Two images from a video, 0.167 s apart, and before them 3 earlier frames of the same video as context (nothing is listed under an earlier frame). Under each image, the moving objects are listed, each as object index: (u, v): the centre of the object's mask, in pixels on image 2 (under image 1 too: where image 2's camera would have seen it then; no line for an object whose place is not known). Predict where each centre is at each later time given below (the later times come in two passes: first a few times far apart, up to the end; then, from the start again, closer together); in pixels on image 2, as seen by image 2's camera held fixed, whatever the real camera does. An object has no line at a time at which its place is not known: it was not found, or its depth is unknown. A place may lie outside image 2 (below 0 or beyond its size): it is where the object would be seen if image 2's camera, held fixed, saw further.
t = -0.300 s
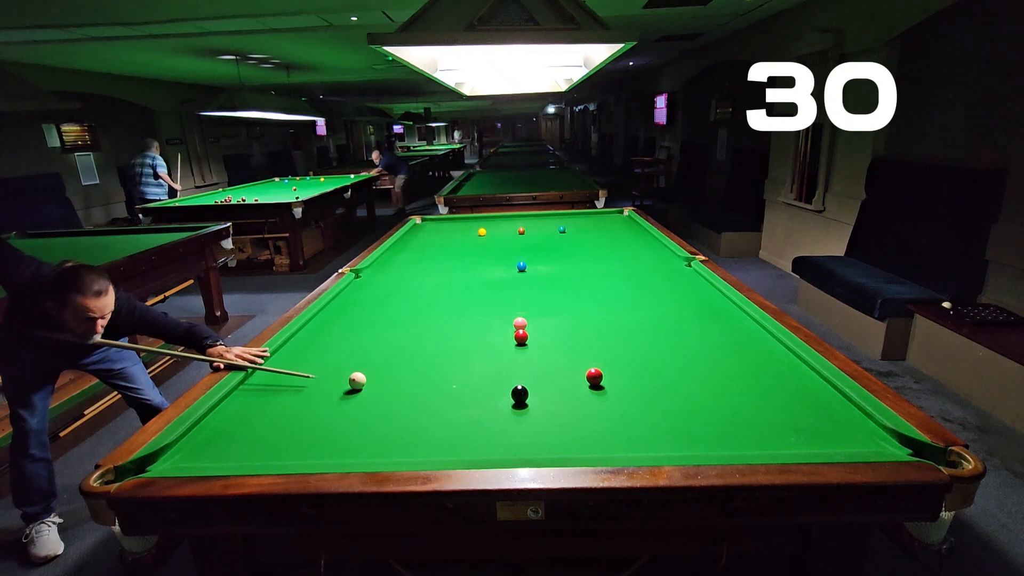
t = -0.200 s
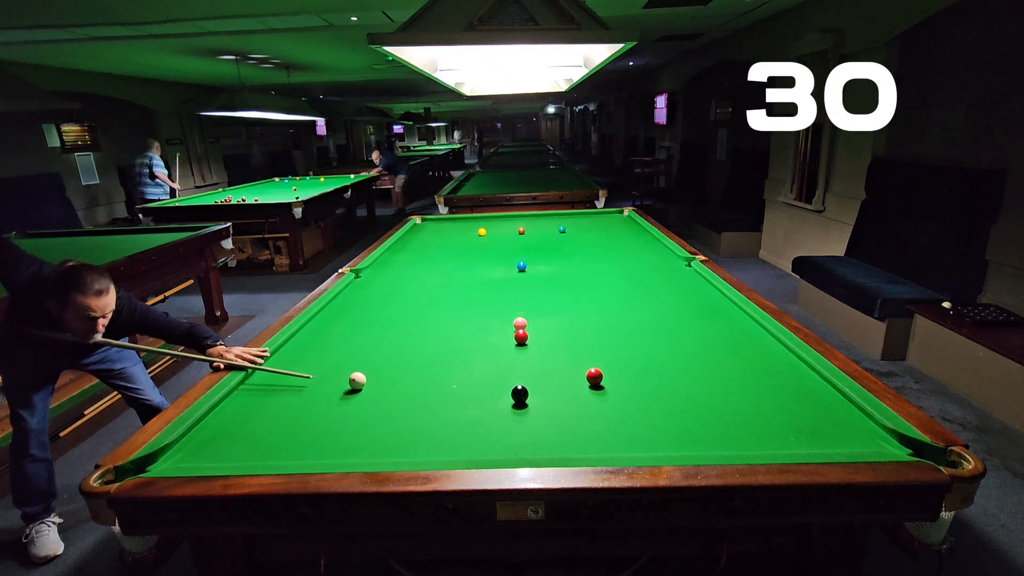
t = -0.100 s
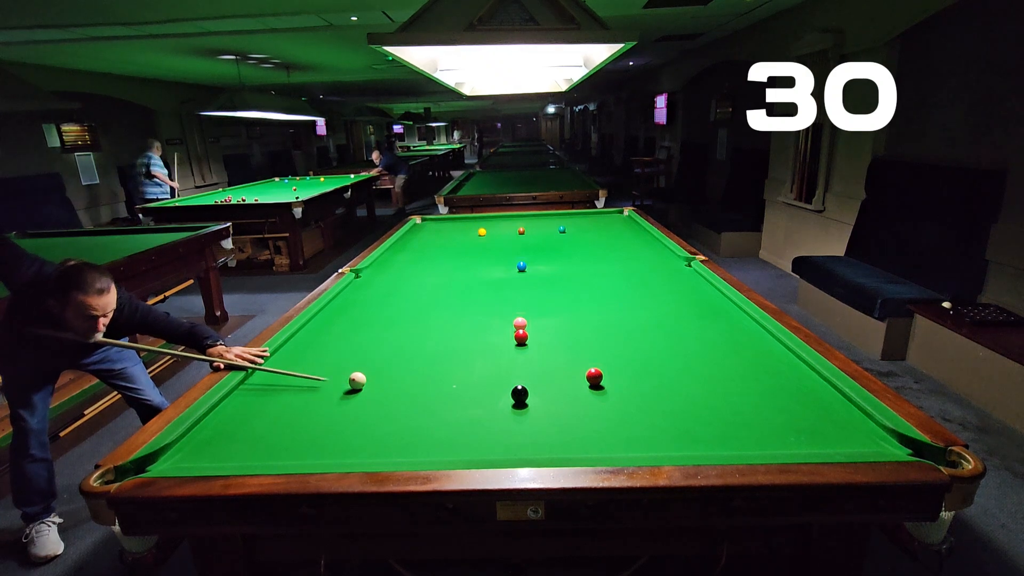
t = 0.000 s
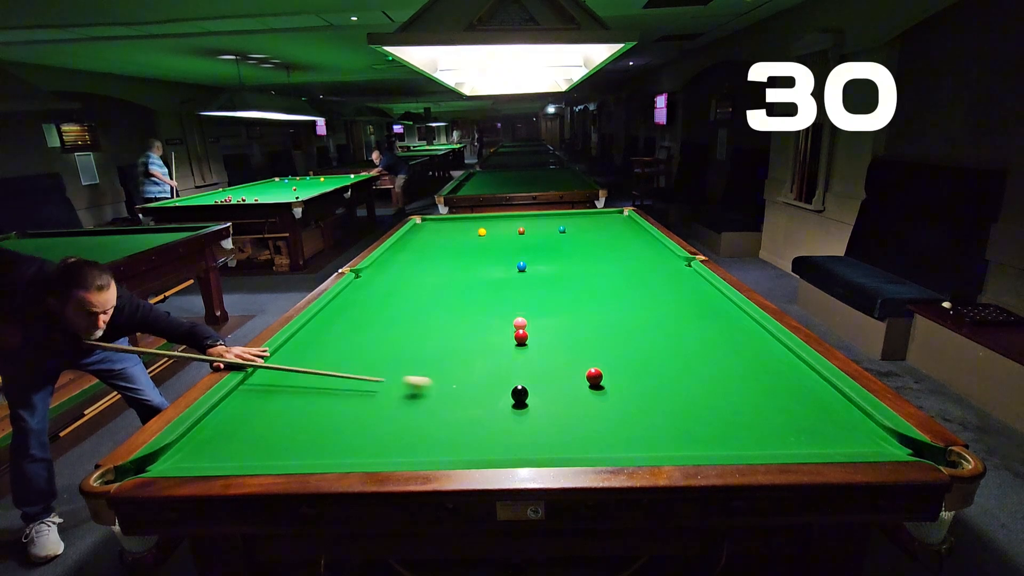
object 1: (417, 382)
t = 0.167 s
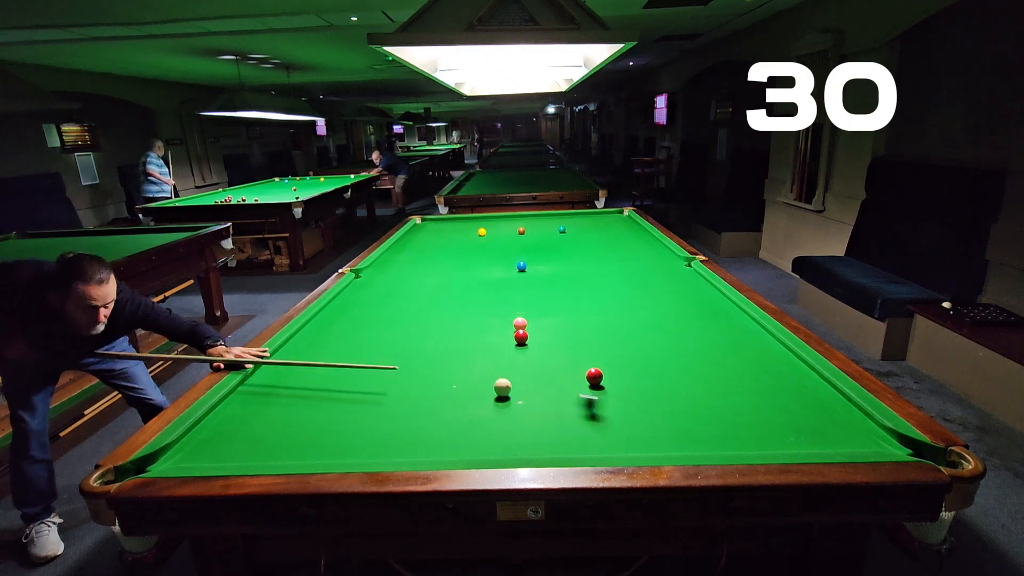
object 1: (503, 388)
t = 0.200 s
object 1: (501, 386)
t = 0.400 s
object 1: (497, 377)
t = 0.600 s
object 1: (493, 370)
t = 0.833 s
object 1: (488, 363)
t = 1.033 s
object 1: (485, 358)
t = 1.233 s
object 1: (482, 353)
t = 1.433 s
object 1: (479, 349)
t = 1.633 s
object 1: (477, 346)
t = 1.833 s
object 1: (475, 344)
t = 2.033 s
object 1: (473, 342)
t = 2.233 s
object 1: (472, 340)
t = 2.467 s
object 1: (471, 339)
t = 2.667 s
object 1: (471, 339)
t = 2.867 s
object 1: (471, 338)
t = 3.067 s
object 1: (471, 339)
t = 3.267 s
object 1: (471, 339)
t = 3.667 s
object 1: (471, 339)
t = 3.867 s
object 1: (471, 339)
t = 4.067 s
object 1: (471, 339)
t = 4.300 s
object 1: (471, 339)
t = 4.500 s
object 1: (471, 339)
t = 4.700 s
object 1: (471, 339)
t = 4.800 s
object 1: (471, 339)
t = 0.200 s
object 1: (501, 386)
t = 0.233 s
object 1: (501, 384)
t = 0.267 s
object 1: (500, 383)
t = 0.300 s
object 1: (499, 381)
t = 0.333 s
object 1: (498, 380)
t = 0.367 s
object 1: (498, 379)
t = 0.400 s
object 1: (497, 377)
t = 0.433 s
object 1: (496, 376)
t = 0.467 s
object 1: (495, 375)
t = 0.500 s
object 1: (495, 373)
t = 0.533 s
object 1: (494, 372)
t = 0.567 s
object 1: (493, 371)
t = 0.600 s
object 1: (493, 370)
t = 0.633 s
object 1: (492, 369)
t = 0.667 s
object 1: (491, 368)
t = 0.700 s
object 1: (491, 367)
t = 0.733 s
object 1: (490, 366)
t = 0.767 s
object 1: (490, 365)
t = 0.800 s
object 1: (489, 364)
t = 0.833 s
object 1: (488, 363)
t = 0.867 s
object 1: (488, 362)
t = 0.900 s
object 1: (487, 361)
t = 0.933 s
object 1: (487, 360)
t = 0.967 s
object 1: (486, 359)
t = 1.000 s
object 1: (486, 358)
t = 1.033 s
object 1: (485, 358)
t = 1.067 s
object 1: (485, 357)
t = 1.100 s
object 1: (484, 356)
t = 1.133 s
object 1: (484, 355)
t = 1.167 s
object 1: (483, 355)
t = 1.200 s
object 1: (483, 354)
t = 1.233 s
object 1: (482, 353)
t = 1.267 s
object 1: (482, 352)
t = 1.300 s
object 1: (481, 352)
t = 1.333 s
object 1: (481, 351)
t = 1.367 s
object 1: (480, 351)
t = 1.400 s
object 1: (480, 350)
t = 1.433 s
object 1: (479, 349)
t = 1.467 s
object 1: (479, 349)
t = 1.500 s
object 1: (479, 348)
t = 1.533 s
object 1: (478, 348)
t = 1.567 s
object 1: (478, 347)
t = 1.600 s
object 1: (478, 347)
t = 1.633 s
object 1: (477, 346)
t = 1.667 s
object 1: (477, 346)
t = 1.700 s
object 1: (476, 345)
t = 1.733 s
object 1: (476, 345)
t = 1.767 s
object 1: (476, 344)
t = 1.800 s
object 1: (475, 344)
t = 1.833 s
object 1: (475, 344)
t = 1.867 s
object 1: (475, 343)
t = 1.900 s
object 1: (475, 343)
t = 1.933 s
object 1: (474, 343)
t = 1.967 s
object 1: (474, 342)
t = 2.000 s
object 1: (474, 342)
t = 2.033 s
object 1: (473, 342)
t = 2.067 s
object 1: (473, 341)
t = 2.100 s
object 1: (473, 341)
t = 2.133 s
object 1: (473, 341)
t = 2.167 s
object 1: (473, 341)
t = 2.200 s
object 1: (472, 340)
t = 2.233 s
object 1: (472, 340)
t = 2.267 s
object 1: (472, 340)
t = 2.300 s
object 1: (472, 340)
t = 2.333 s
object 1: (472, 340)
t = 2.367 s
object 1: (472, 340)
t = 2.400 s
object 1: (472, 339)
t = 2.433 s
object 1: (472, 339)
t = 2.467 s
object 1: (471, 339)
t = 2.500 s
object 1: (471, 339)
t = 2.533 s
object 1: (471, 339)
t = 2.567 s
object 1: (471, 339)
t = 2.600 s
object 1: (471, 339)
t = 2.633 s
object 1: (471, 339)
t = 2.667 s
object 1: (471, 339)
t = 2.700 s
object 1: (471, 339)
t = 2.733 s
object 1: (471, 339)
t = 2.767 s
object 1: (471, 339)
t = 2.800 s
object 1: (471, 338)
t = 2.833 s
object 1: (471, 338)
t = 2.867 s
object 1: (471, 338)
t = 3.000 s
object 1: (471, 338)
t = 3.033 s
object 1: (471, 338)
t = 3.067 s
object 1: (471, 339)
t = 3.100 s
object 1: (471, 339)
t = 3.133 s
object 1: (471, 339)
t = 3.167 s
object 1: (471, 338)
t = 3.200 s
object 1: (471, 338)
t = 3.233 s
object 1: (471, 338)
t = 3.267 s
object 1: (471, 339)
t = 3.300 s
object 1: (473, 338)
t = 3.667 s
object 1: (471, 339)
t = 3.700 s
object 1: (471, 339)
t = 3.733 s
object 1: (471, 338)
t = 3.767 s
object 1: (471, 339)
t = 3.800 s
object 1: (471, 339)
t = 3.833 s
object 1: (471, 339)
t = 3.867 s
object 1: (471, 339)
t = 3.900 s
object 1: (471, 339)
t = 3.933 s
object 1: (471, 339)
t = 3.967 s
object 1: (471, 339)
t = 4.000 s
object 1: (471, 339)
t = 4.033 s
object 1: (471, 339)
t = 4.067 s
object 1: (471, 339)
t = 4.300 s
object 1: (471, 339)
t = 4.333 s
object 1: (471, 339)
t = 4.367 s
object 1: (471, 339)
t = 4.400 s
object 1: (471, 339)
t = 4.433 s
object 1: (471, 339)
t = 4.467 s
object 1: (471, 339)
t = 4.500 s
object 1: (471, 339)
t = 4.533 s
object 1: (471, 339)
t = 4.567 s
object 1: (471, 339)
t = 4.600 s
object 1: (471, 339)
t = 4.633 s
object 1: (471, 339)
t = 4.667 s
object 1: (471, 339)
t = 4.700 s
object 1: (471, 339)
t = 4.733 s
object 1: (471, 339)
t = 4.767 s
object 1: (471, 339)
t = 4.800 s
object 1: (471, 339)
